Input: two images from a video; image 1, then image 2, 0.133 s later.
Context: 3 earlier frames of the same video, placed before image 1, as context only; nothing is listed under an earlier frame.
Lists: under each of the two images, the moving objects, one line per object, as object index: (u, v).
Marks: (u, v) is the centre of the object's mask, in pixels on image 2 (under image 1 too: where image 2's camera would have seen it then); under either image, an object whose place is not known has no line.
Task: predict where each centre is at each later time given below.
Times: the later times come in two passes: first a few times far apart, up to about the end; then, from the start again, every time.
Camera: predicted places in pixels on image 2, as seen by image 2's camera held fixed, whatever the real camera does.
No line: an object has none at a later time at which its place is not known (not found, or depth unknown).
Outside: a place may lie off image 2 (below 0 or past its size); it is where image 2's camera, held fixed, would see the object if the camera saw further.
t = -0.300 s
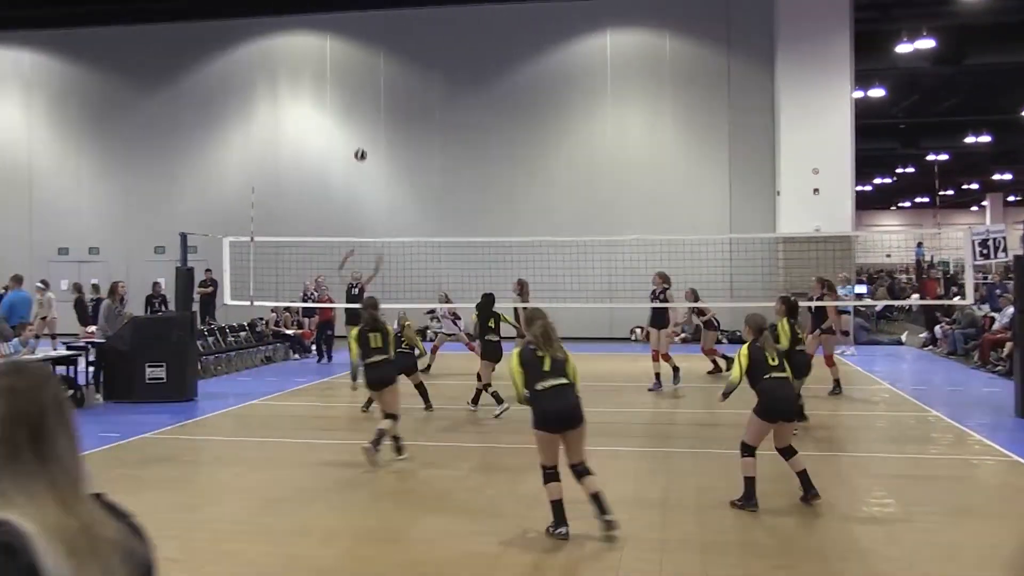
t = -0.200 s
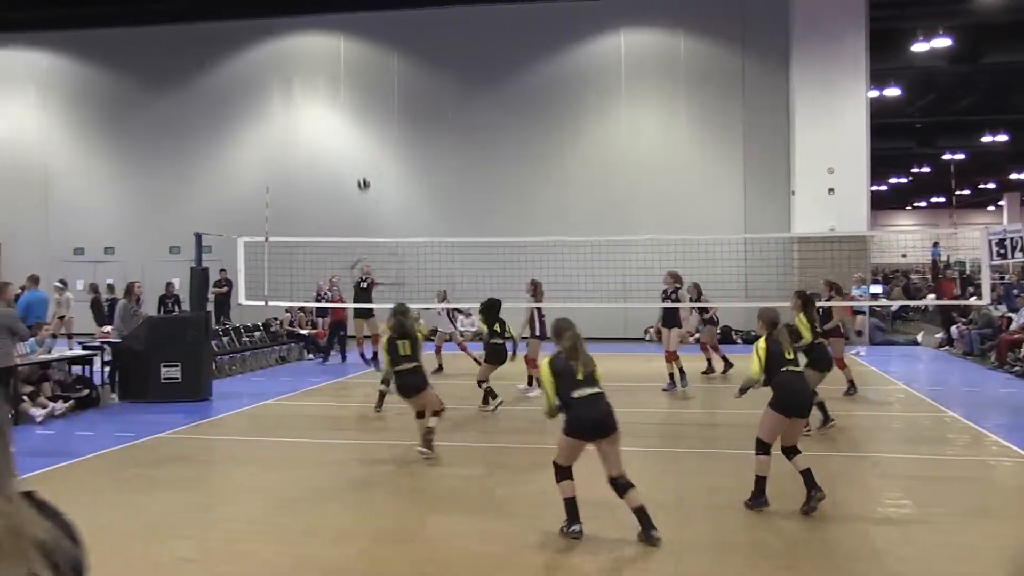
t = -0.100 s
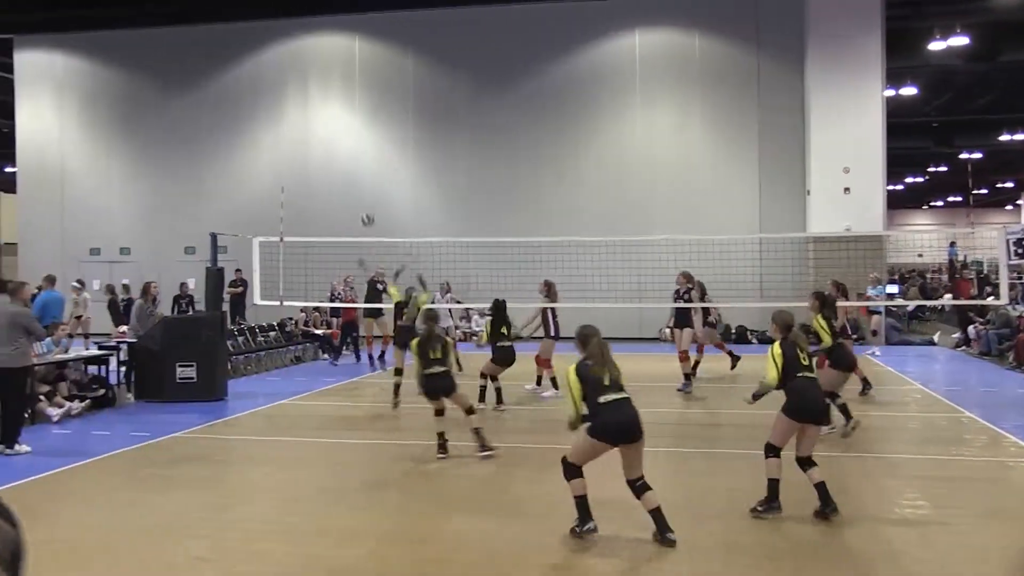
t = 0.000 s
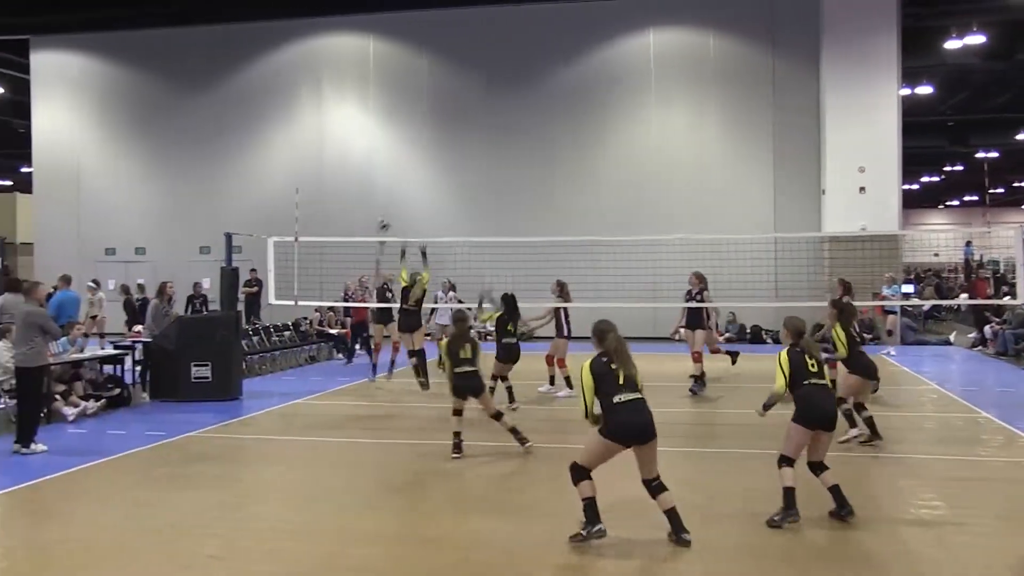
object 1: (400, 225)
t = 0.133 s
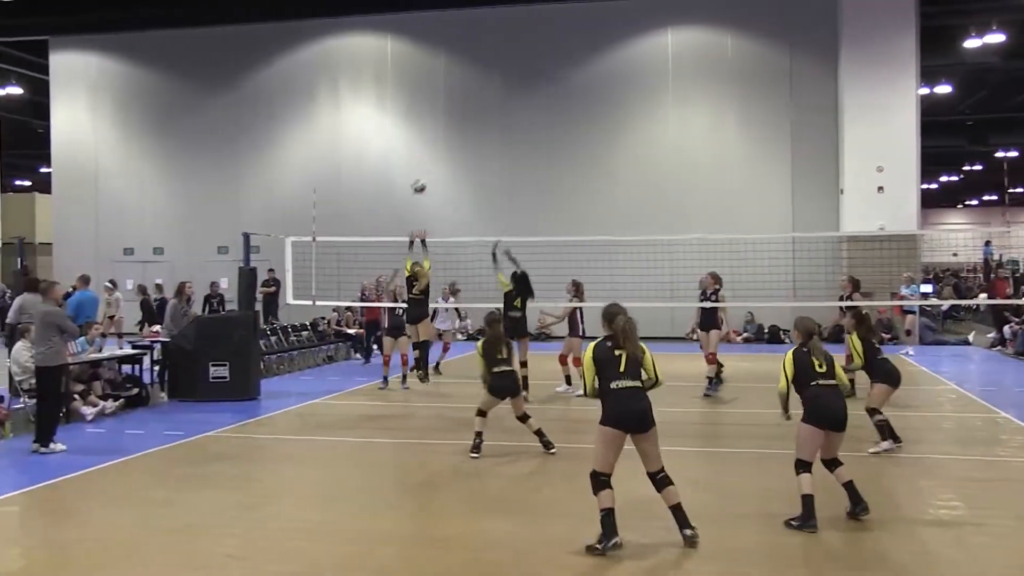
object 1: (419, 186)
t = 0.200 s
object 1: (429, 170)
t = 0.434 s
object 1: (474, 127)
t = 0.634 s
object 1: (519, 120)
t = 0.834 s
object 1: (581, 162)
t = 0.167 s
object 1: (423, 178)
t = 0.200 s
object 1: (429, 170)
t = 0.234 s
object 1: (435, 162)
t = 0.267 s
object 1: (441, 156)
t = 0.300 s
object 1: (448, 147)
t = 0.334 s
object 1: (454, 142)
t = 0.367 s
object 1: (461, 135)
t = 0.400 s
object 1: (466, 130)
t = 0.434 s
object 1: (474, 127)
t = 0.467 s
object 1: (481, 122)
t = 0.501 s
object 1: (488, 120)
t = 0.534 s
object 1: (496, 118)
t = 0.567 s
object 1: (503, 117)
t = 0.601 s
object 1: (511, 118)
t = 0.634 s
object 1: (519, 120)
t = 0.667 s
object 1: (529, 122)
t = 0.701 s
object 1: (538, 127)
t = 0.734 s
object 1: (548, 133)
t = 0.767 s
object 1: (559, 142)
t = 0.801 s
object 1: (570, 150)
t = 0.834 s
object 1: (581, 162)
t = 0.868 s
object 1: (594, 175)
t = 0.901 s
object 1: (607, 191)
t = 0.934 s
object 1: (621, 210)
